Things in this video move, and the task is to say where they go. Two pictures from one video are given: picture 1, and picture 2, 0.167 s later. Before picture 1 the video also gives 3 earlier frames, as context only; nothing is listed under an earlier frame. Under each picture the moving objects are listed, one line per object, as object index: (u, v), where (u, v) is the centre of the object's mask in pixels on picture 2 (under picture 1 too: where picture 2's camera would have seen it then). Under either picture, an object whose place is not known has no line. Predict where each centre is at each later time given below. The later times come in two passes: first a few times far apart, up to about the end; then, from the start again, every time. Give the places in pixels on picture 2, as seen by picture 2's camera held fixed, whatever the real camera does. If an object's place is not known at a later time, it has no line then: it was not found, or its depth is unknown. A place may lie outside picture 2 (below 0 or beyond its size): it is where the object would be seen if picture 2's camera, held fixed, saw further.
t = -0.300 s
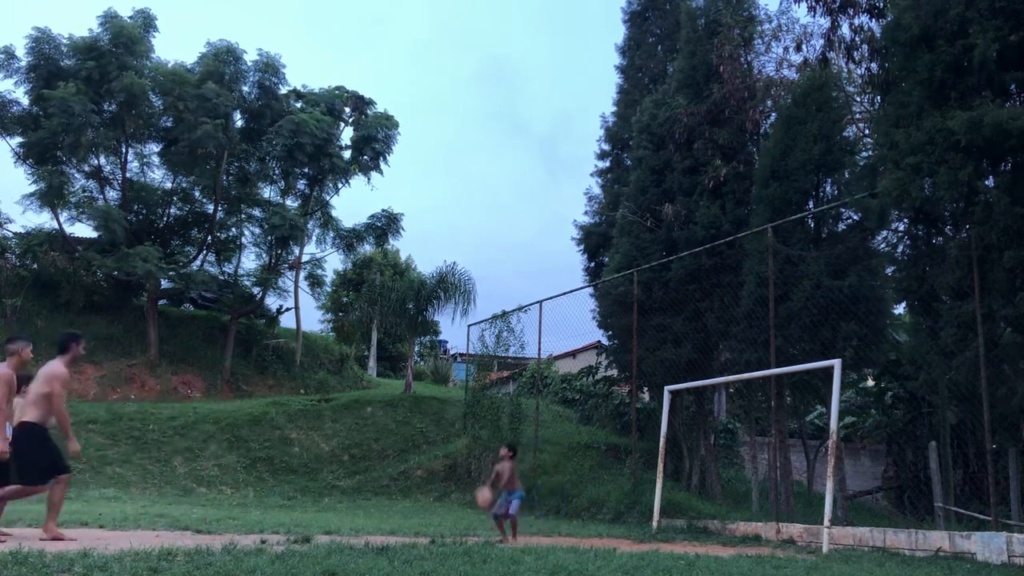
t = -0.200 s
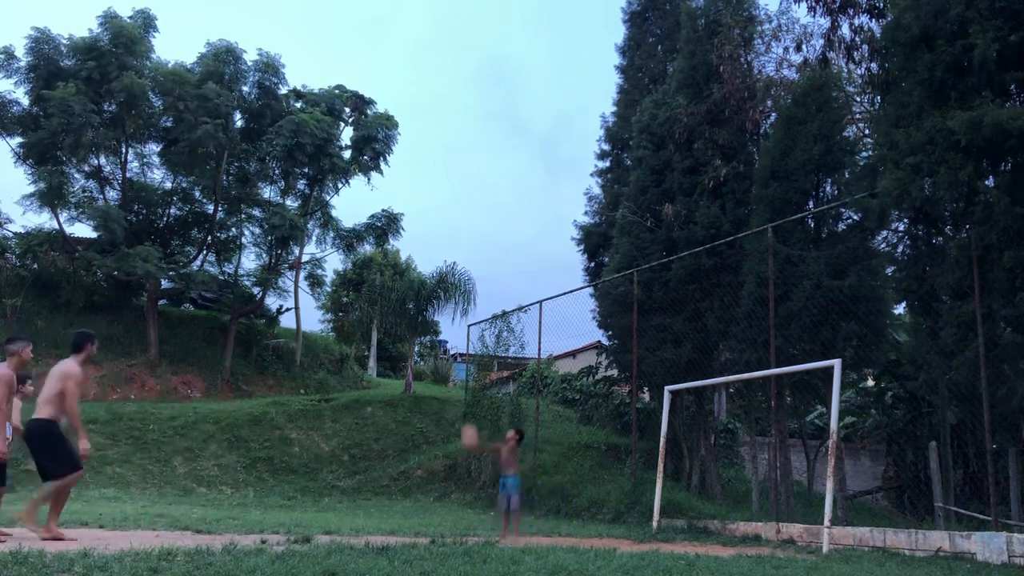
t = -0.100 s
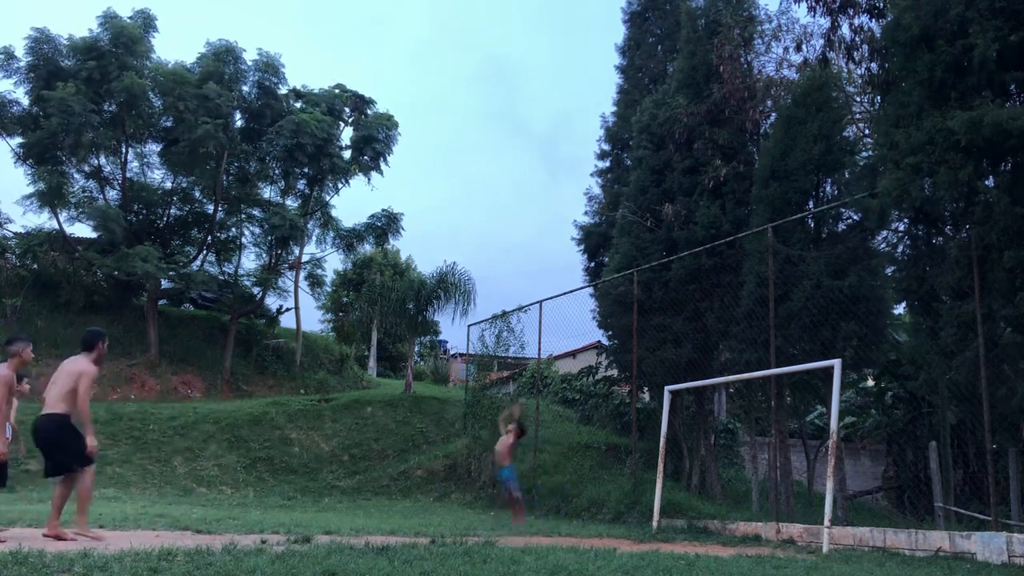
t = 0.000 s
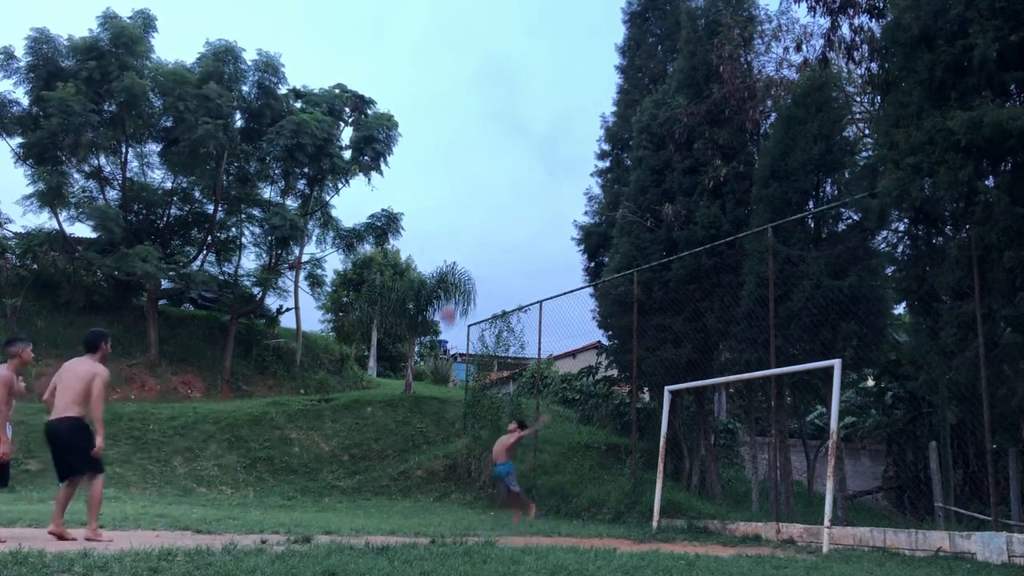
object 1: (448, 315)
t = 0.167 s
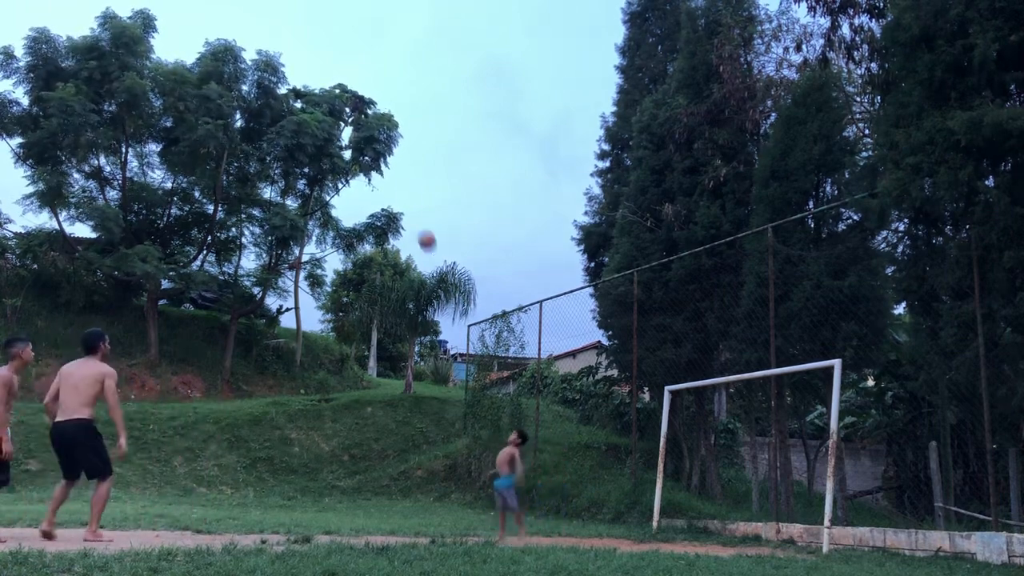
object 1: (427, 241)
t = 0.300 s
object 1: (410, 198)
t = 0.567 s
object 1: (371, 152)
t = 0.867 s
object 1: (318, 171)
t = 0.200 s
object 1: (423, 229)
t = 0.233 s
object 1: (418, 218)
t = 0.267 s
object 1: (414, 207)
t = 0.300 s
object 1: (410, 198)
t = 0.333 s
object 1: (405, 189)
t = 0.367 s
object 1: (400, 181)
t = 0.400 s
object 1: (395, 174)
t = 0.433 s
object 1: (391, 168)
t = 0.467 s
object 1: (385, 162)
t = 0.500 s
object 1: (380, 158)
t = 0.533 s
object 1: (375, 154)
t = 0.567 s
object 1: (371, 152)
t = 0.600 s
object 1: (365, 151)
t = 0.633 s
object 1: (360, 150)
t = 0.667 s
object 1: (355, 151)
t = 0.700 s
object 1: (349, 152)
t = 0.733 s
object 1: (342, 155)
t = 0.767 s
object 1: (336, 157)
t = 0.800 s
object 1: (330, 160)
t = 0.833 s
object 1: (324, 165)
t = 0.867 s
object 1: (318, 171)
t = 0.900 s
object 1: (313, 177)
